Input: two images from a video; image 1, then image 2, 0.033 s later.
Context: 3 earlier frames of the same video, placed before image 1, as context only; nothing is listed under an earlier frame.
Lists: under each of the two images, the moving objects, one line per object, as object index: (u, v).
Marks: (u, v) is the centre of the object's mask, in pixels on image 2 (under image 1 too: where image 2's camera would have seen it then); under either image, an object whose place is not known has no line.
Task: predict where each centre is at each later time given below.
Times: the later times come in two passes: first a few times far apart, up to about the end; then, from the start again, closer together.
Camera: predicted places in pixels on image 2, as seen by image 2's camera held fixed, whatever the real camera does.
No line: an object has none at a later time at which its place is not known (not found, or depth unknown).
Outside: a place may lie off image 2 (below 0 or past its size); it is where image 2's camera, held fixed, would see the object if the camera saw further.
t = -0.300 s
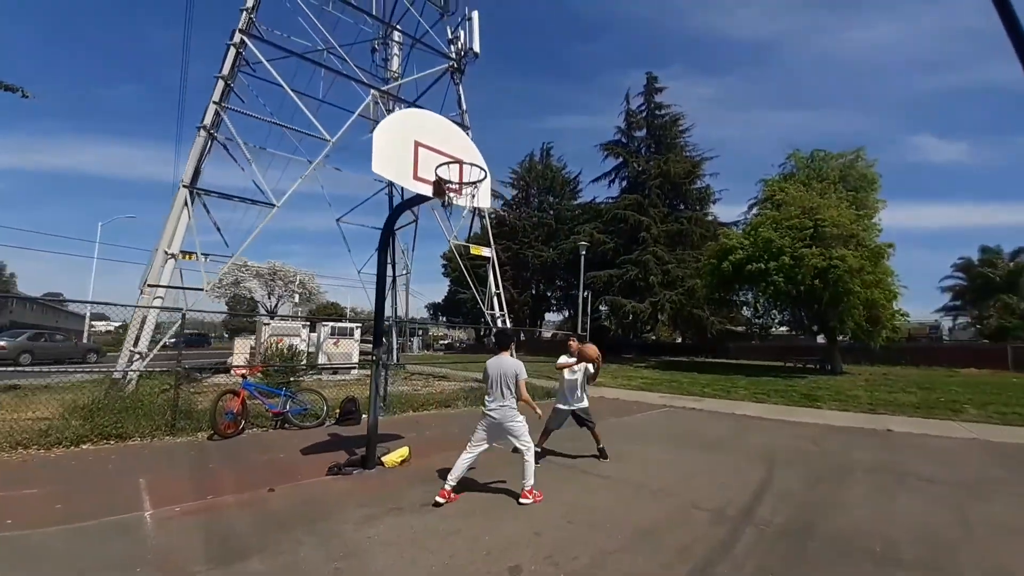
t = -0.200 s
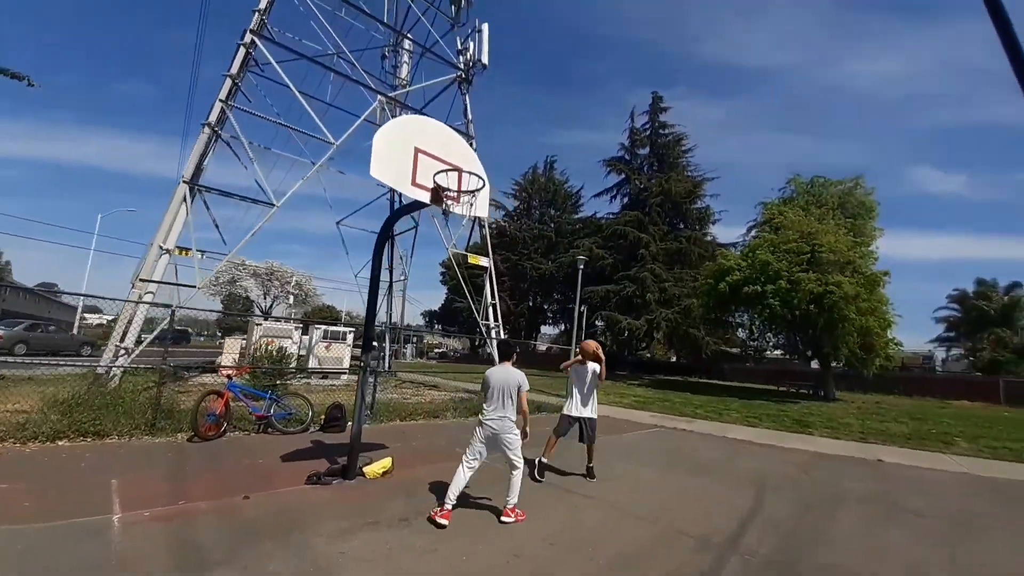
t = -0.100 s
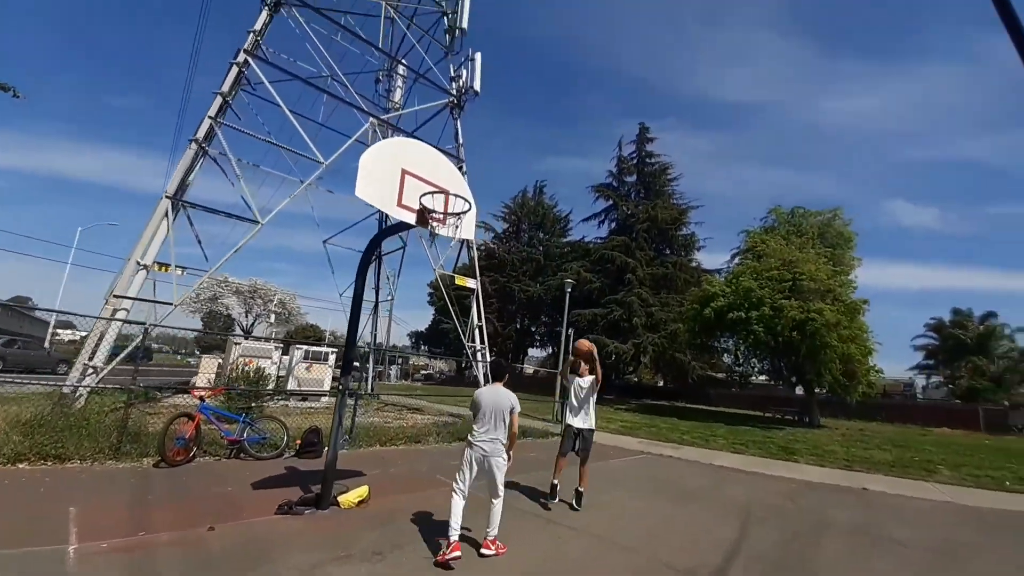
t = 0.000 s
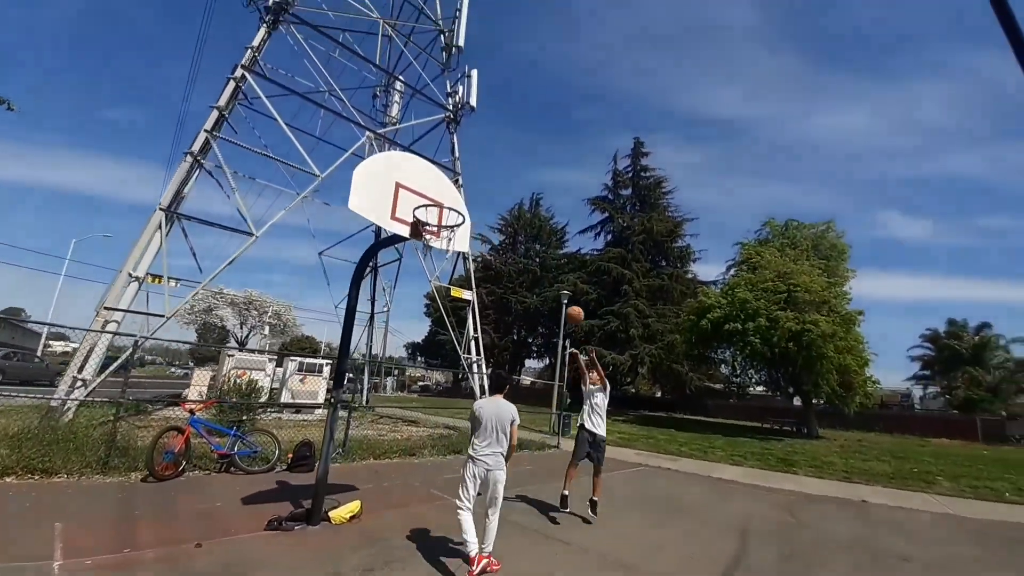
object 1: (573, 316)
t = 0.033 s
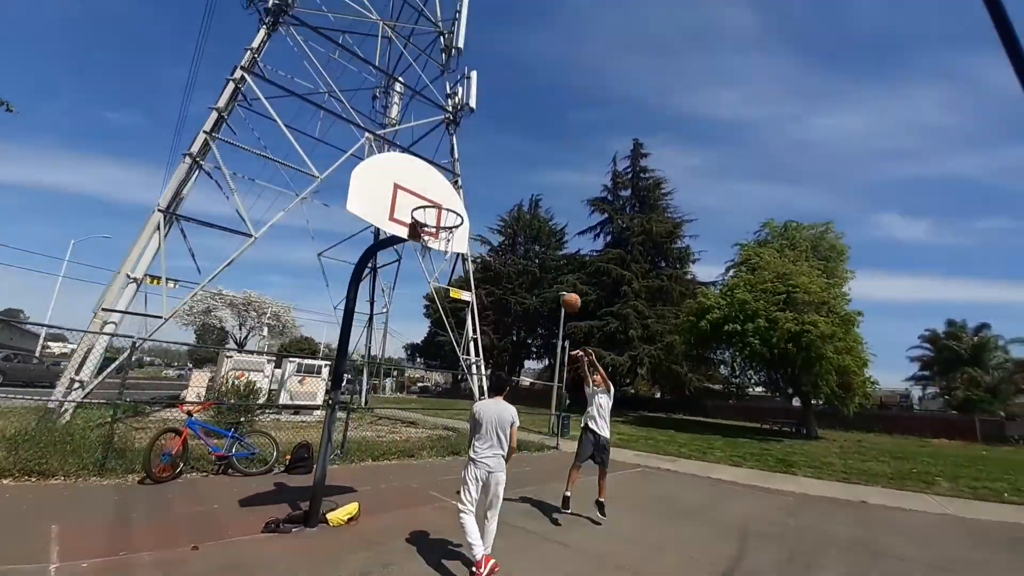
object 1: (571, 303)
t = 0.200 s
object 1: (555, 241)
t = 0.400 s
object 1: (539, 186)
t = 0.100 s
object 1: (566, 276)
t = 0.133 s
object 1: (562, 264)
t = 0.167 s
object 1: (558, 252)
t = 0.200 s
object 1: (555, 241)
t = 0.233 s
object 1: (552, 231)
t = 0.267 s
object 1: (550, 220)
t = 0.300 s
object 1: (548, 211)
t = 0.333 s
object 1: (546, 202)
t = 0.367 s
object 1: (542, 194)
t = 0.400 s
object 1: (539, 186)
